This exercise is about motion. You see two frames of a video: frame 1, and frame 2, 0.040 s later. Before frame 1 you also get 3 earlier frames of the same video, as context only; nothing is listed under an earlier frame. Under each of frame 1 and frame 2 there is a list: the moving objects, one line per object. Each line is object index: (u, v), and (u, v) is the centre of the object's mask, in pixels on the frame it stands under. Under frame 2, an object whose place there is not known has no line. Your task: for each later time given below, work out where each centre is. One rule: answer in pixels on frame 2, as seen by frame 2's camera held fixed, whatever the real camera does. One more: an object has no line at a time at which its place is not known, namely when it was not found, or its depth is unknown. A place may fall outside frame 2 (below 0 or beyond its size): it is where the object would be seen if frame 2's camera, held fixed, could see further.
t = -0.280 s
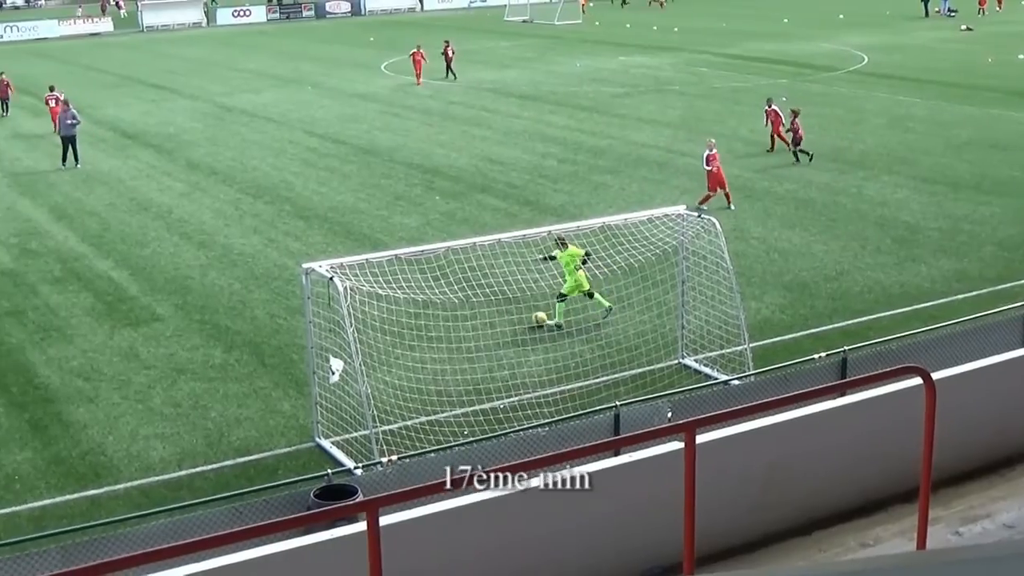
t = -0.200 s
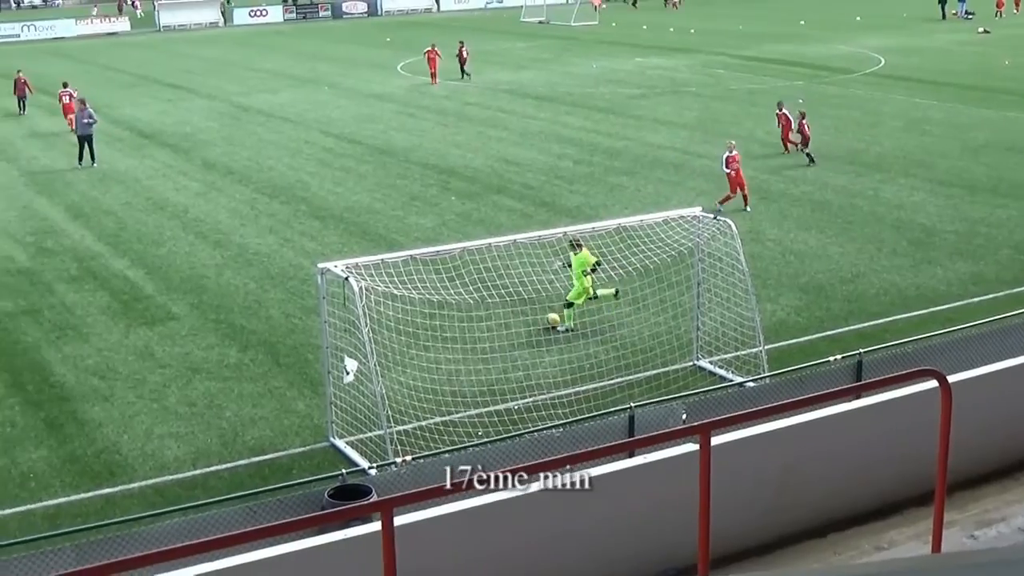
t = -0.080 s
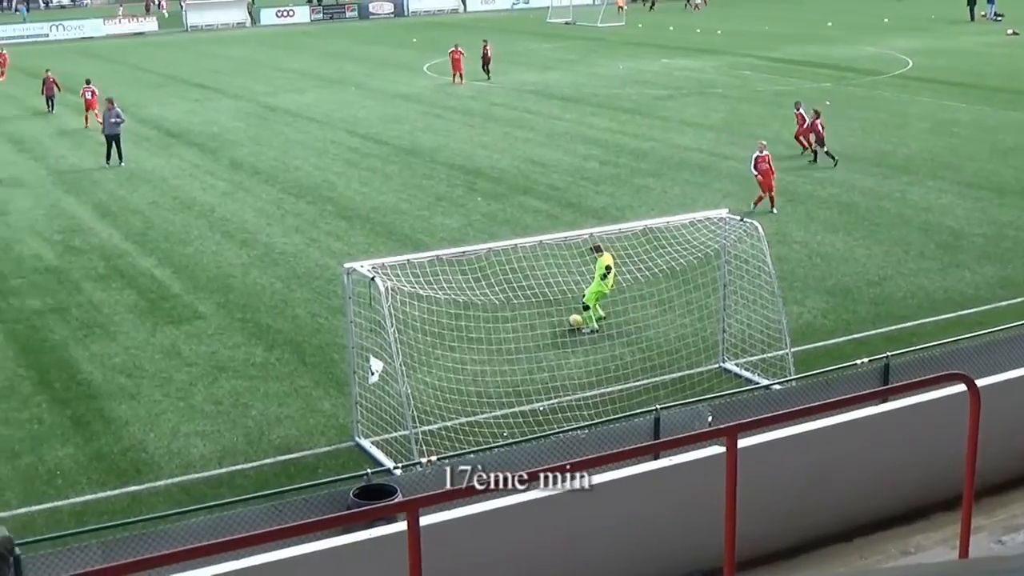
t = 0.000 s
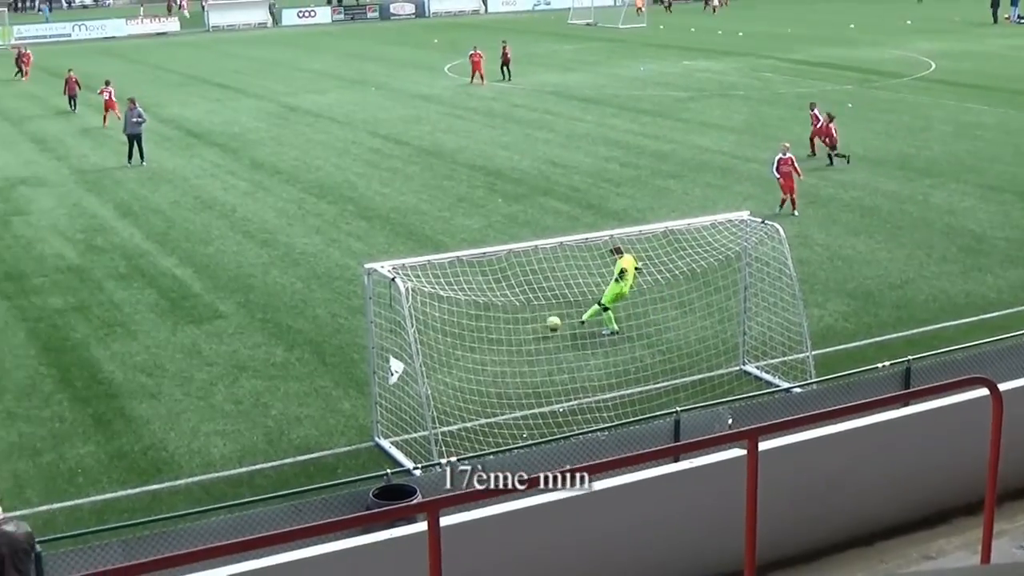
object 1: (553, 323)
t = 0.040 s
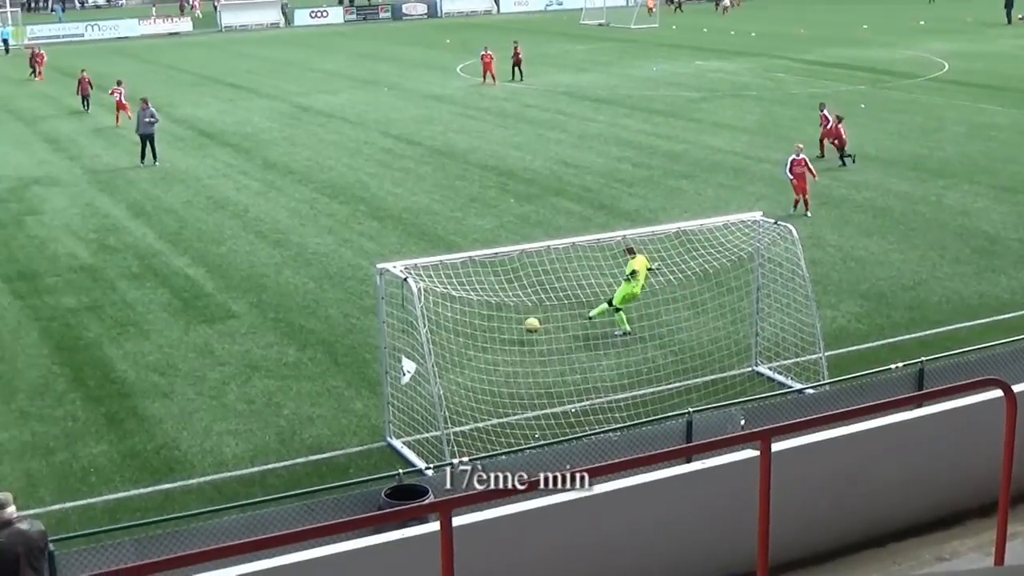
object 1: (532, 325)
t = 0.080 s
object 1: (498, 327)
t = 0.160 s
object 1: (430, 335)
